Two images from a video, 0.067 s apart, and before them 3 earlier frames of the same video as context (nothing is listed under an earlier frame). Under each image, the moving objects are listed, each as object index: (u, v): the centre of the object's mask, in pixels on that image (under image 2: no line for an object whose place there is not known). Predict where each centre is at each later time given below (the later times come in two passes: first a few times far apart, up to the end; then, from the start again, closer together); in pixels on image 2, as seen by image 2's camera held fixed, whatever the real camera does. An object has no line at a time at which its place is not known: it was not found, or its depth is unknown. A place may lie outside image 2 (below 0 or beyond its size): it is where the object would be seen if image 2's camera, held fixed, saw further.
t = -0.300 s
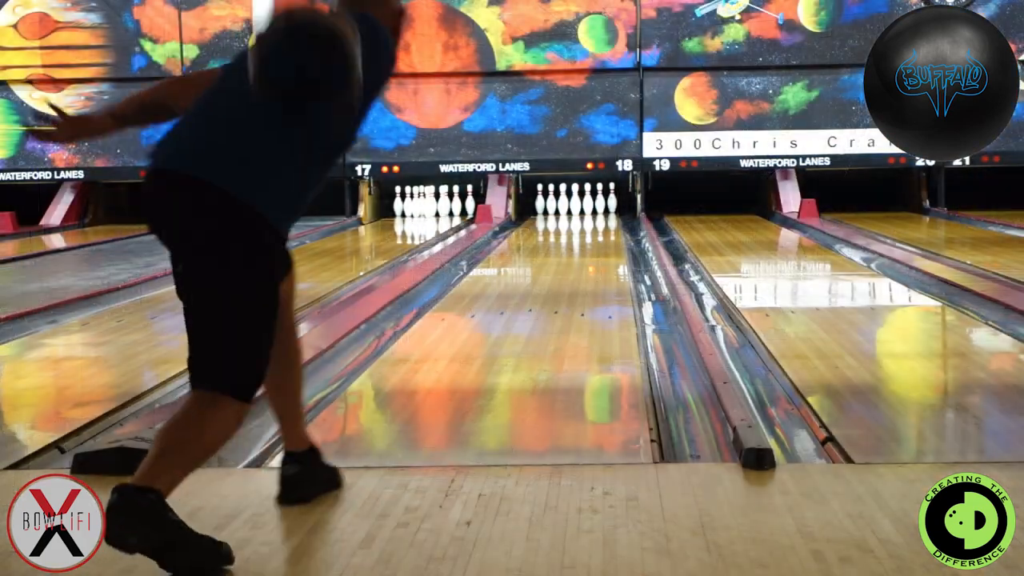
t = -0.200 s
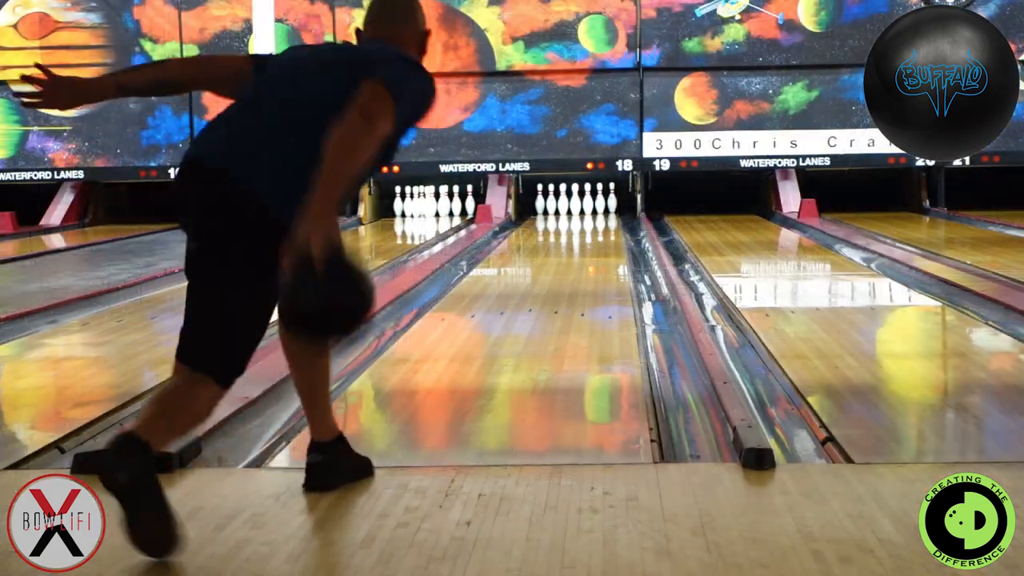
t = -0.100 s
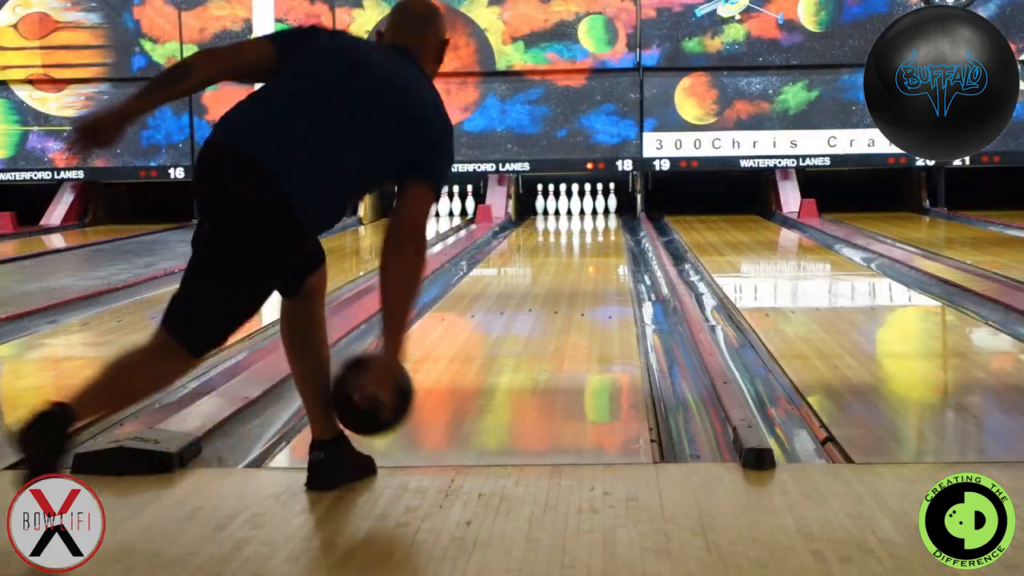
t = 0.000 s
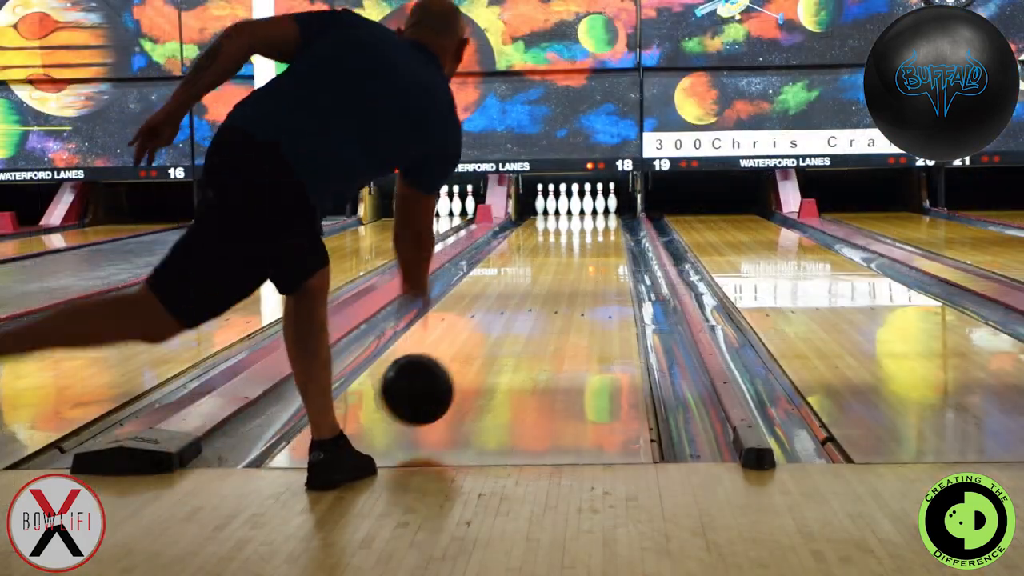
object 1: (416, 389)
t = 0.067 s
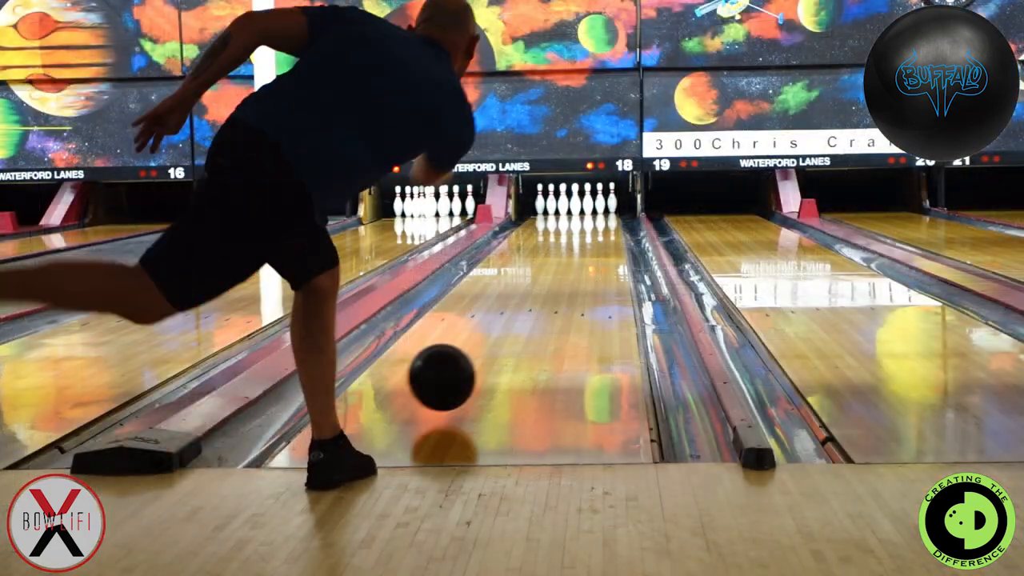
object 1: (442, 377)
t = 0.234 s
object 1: (488, 345)
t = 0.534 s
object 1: (540, 297)
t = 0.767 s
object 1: (565, 275)
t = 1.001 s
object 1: (583, 257)
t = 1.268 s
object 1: (596, 243)
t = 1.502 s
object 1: (603, 232)
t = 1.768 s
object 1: (605, 224)
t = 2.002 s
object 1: (603, 217)
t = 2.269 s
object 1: (597, 212)
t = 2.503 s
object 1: (588, 209)
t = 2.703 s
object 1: (586, 206)
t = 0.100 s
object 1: (453, 376)
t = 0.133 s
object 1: (462, 367)
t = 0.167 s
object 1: (472, 360)
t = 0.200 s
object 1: (480, 352)
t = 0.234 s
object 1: (488, 345)
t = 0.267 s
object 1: (495, 338)
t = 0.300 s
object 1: (502, 332)
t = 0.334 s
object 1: (508, 326)
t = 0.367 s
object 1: (514, 321)
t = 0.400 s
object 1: (520, 315)
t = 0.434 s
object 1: (525, 310)
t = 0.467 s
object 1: (531, 306)
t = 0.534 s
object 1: (540, 297)
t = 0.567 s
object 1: (544, 293)
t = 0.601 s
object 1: (548, 290)
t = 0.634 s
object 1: (552, 286)
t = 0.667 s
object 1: (555, 283)
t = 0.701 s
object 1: (559, 280)
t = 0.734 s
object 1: (562, 277)
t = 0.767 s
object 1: (565, 275)
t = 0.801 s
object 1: (568, 272)
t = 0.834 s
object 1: (571, 269)
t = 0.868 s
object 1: (573, 267)
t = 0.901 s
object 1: (576, 264)
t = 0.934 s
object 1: (578, 262)
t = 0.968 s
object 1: (581, 260)
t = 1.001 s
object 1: (583, 257)
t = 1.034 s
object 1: (585, 255)
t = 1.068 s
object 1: (587, 253)
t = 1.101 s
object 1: (589, 251)
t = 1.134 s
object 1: (590, 249)
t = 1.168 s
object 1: (592, 247)
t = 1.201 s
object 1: (594, 245)
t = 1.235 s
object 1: (595, 244)
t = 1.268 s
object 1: (596, 243)
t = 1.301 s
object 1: (597, 241)
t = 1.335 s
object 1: (599, 239)
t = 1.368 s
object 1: (600, 238)
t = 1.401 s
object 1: (601, 236)
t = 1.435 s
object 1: (602, 235)
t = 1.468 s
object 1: (602, 234)
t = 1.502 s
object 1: (603, 232)
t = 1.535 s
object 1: (604, 231)
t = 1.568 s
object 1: (604, 230)
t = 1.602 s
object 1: (605, 229)
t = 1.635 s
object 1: (605, 228)
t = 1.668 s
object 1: (605, 226)
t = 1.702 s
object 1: (605, 225)
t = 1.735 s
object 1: (605, 224)
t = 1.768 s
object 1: (605, 224)
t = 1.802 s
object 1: (605, 223)
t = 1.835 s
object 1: (605, 222)
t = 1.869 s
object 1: (605, 221)
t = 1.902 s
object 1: (605, 220)
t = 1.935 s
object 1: (605, 219)
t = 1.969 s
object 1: (604, 218)
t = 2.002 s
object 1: (603, 217)
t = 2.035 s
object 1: (603, 216)
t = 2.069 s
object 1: (602, 216)
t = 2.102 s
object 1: (601, 215)
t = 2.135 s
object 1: (601, 214)
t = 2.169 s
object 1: (600, 214)
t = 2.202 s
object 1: (599, 213)
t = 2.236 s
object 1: (598, 212)
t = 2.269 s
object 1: (597, 212)
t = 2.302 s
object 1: (596, 211)
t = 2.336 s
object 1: (594, 211)
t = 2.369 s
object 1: (593, 210)
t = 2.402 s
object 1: (591, 210)
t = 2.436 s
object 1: (590, 209)
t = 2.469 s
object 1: (589, 209)
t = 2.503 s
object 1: (588, 209)
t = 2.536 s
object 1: (587, 208)
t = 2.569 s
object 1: (586, 207)
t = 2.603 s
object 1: (584, 207)
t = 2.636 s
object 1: (585, 206)
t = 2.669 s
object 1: (586, 206)
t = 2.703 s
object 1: (586, 206)
